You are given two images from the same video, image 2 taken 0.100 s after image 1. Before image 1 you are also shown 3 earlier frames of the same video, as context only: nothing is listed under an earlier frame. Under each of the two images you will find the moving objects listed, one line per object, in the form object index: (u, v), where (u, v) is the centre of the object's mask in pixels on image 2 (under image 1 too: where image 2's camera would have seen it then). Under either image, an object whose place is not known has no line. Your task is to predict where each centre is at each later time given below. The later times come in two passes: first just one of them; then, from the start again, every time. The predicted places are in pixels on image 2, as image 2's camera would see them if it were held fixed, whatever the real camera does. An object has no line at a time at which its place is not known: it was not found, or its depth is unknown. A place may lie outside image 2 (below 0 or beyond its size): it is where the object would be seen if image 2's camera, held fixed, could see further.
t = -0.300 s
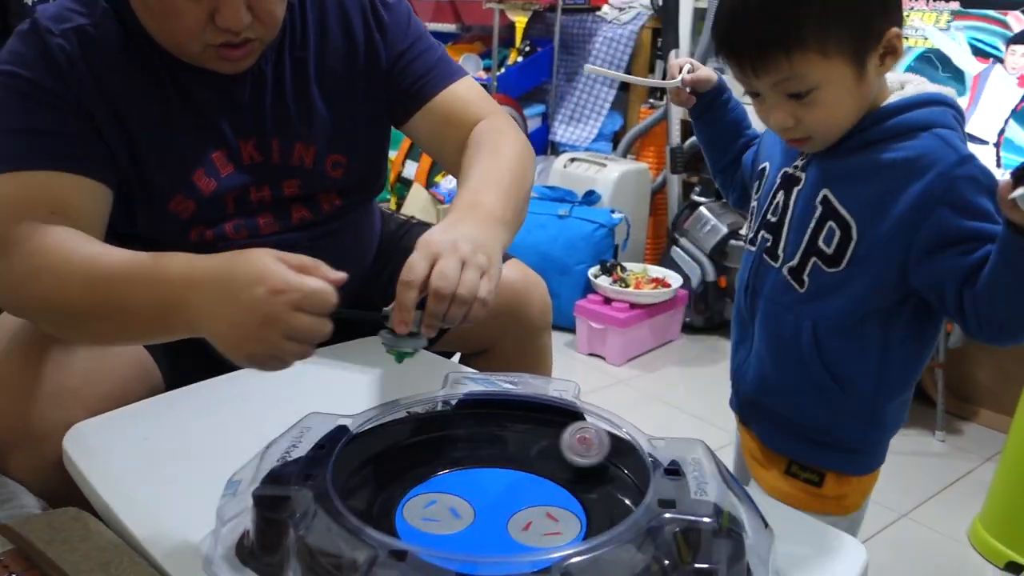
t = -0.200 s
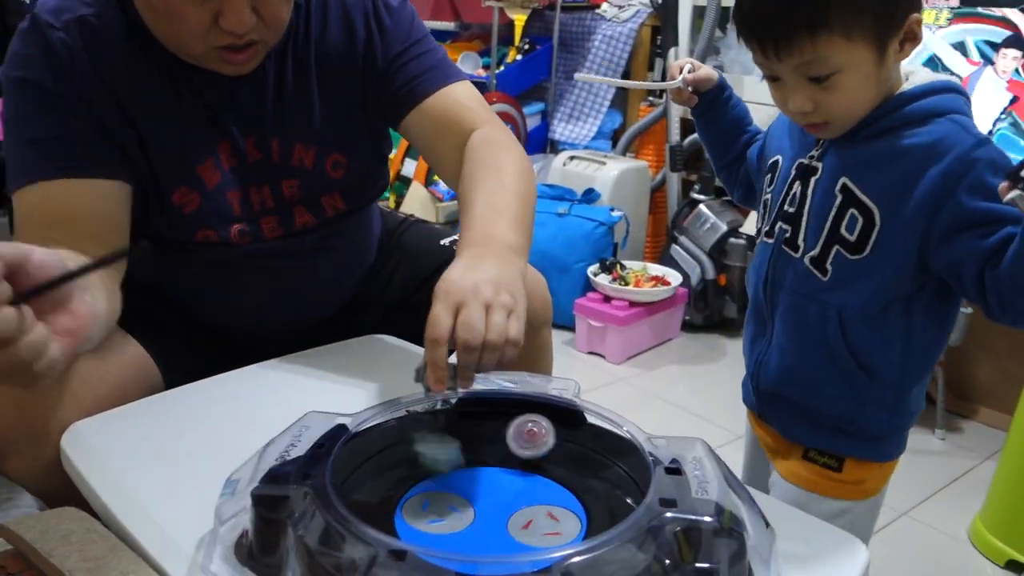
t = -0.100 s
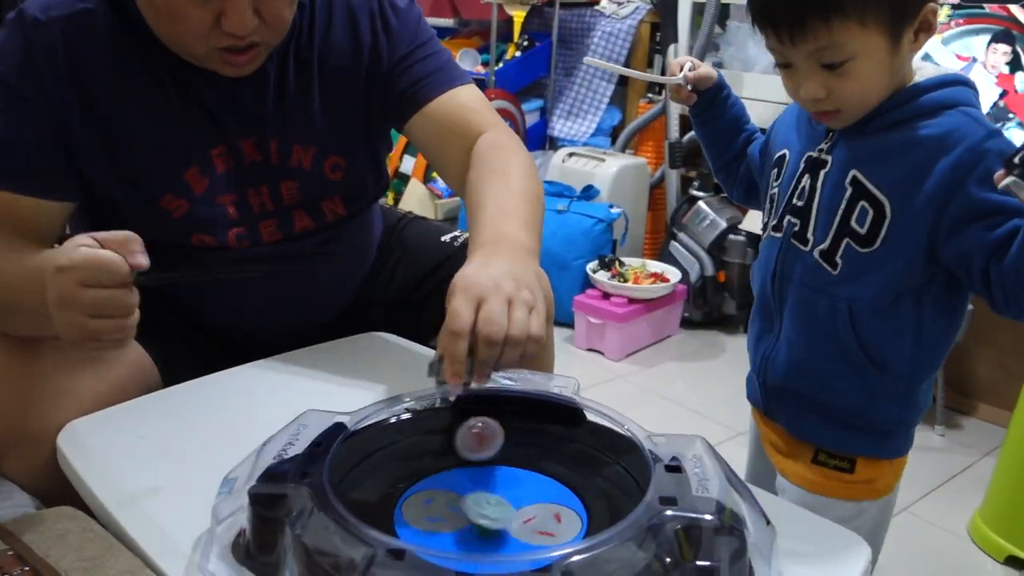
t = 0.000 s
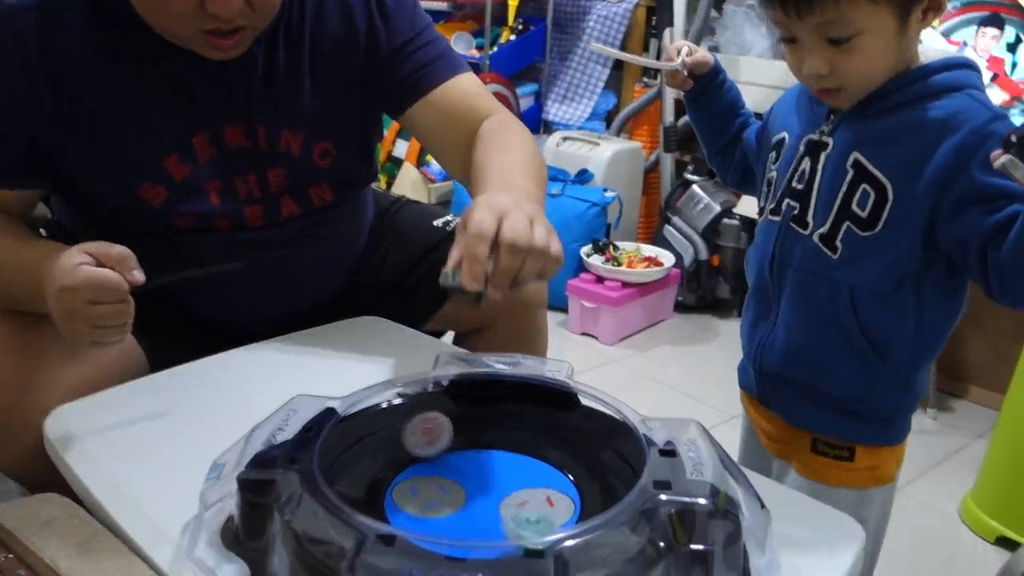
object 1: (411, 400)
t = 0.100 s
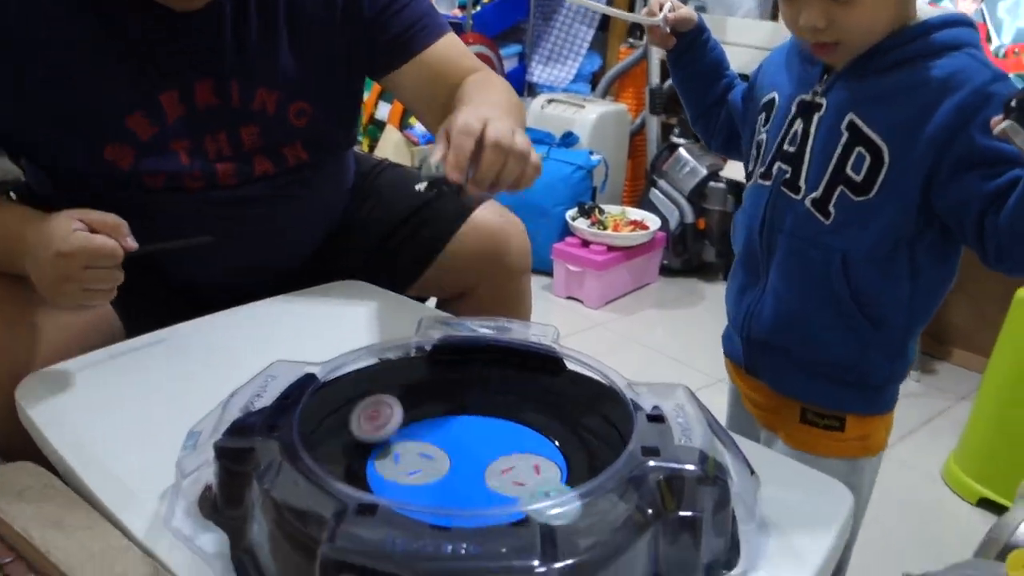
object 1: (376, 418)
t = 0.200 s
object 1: (360, 445)
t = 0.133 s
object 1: (369, 426)
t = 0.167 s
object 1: (364, 435)
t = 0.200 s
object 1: (360, 445)
